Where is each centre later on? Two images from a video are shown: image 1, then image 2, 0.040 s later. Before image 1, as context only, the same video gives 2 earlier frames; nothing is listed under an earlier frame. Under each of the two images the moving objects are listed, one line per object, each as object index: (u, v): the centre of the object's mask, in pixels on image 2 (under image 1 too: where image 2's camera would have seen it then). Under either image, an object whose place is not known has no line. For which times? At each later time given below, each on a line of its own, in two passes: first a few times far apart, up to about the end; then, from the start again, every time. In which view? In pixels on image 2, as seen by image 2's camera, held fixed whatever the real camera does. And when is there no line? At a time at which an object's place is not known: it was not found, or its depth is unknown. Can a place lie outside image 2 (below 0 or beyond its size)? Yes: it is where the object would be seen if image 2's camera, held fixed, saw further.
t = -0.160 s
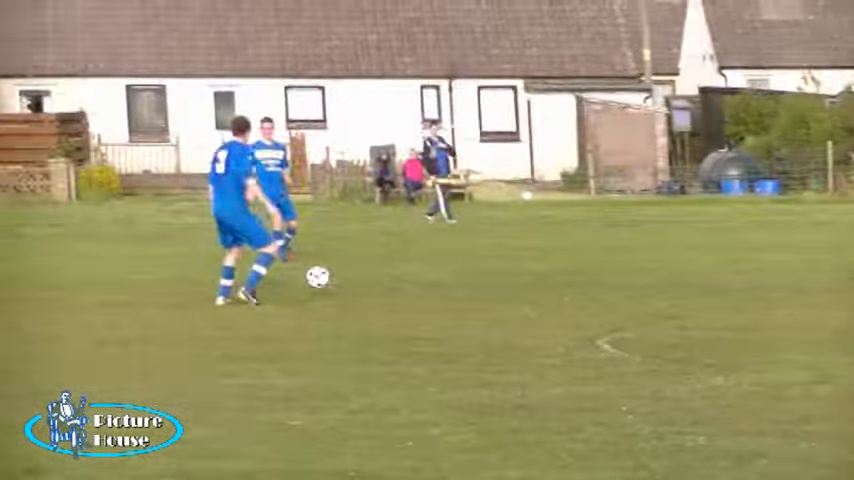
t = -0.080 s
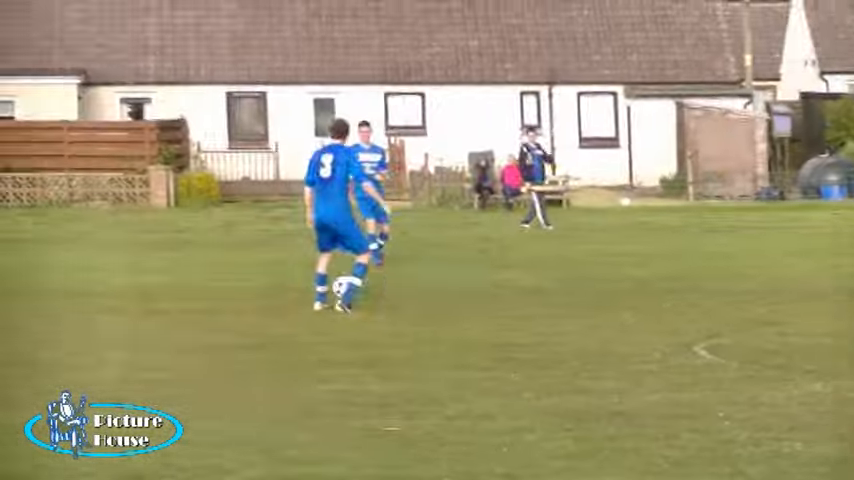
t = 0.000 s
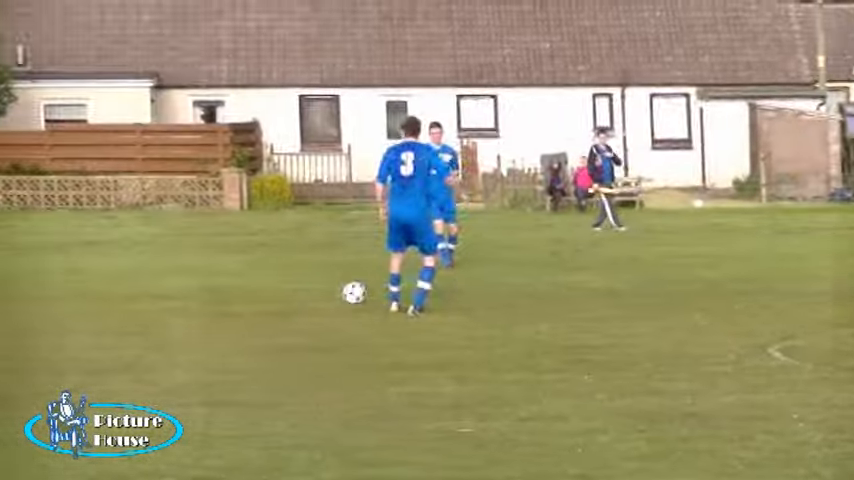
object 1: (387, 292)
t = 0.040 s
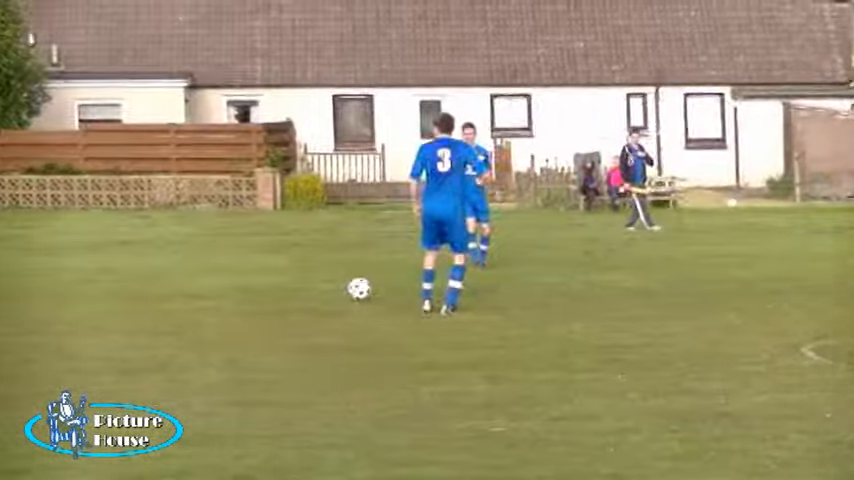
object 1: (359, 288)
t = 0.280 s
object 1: (205, 290)
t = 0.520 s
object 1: (71, 286)
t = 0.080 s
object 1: (332, 286)
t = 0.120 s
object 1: (306, 286)
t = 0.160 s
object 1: (280, 286)
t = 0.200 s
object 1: (254, 290)
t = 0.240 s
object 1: (230, 293)
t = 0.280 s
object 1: (205, 290)
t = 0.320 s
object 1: (182, 284)
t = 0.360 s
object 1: (158, 281)
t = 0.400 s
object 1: (137, 280)
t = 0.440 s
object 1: (114, 280)
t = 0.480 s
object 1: (92, 283)
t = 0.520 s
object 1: (71, 286)
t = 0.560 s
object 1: (49, 289)
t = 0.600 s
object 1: (28, 283)
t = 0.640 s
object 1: (8, 279)
